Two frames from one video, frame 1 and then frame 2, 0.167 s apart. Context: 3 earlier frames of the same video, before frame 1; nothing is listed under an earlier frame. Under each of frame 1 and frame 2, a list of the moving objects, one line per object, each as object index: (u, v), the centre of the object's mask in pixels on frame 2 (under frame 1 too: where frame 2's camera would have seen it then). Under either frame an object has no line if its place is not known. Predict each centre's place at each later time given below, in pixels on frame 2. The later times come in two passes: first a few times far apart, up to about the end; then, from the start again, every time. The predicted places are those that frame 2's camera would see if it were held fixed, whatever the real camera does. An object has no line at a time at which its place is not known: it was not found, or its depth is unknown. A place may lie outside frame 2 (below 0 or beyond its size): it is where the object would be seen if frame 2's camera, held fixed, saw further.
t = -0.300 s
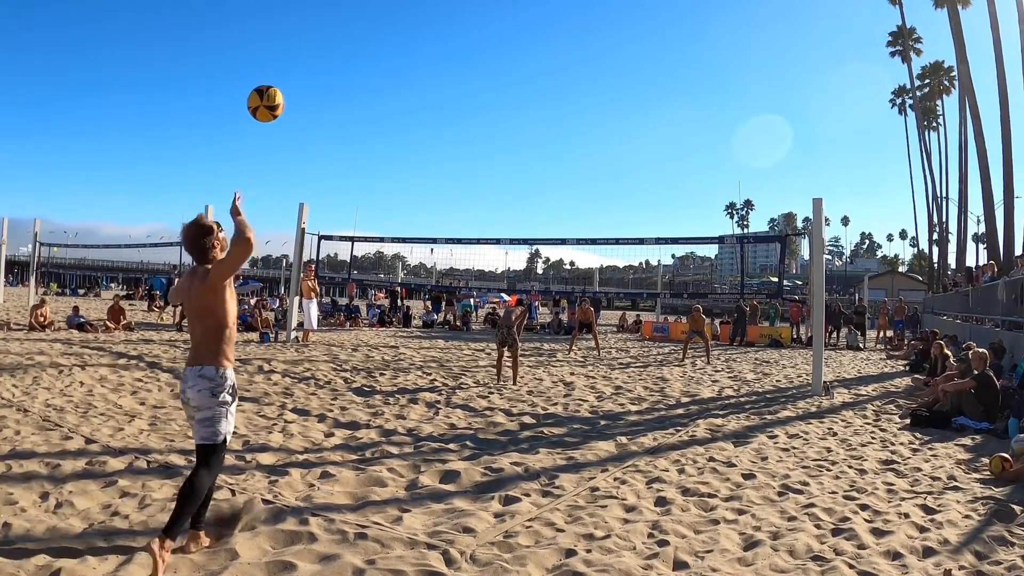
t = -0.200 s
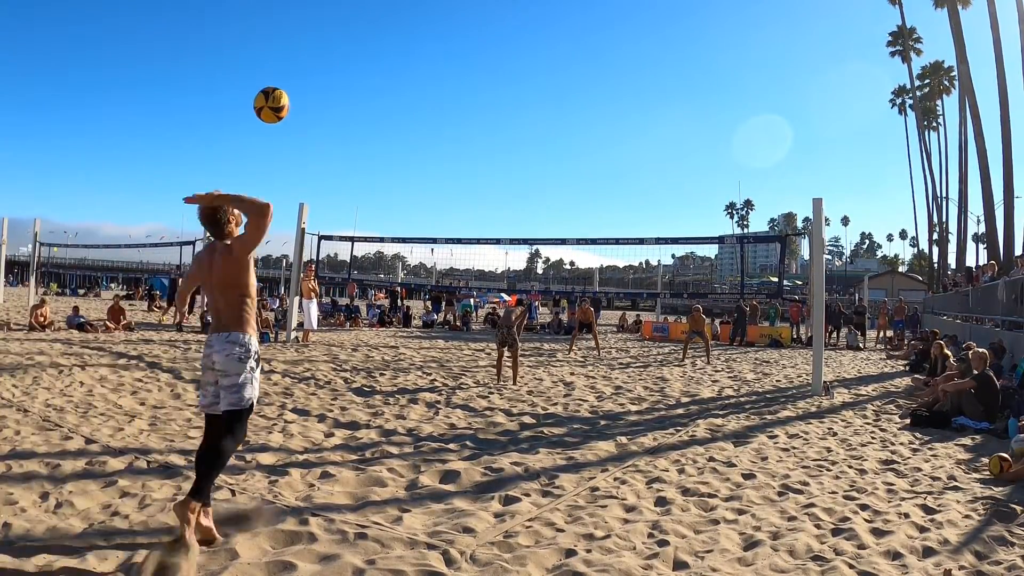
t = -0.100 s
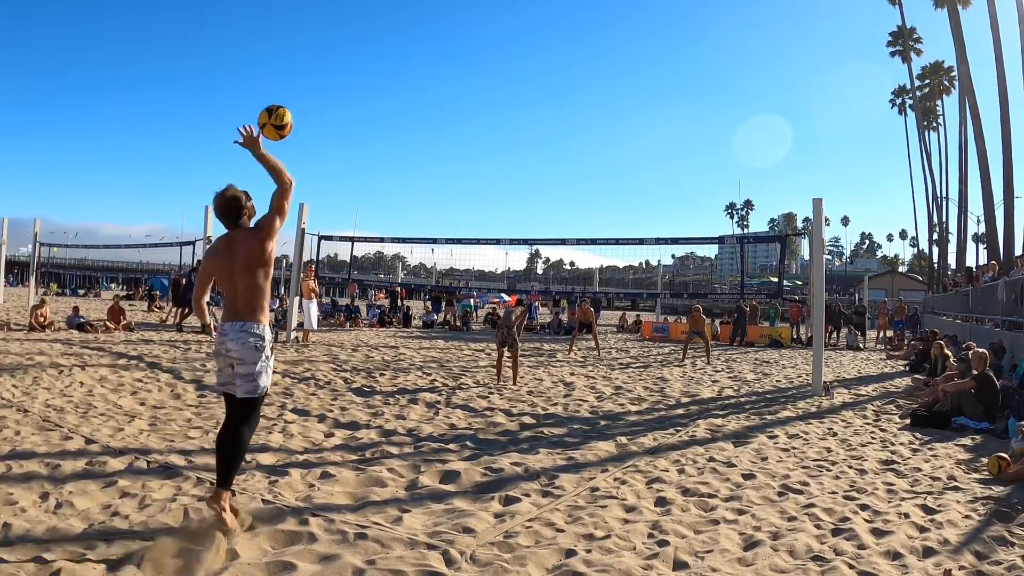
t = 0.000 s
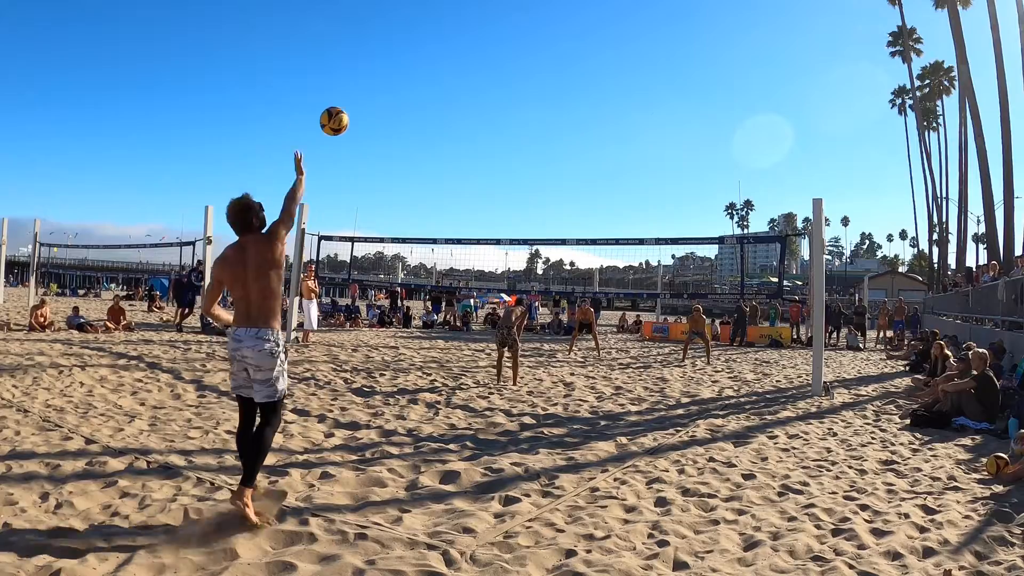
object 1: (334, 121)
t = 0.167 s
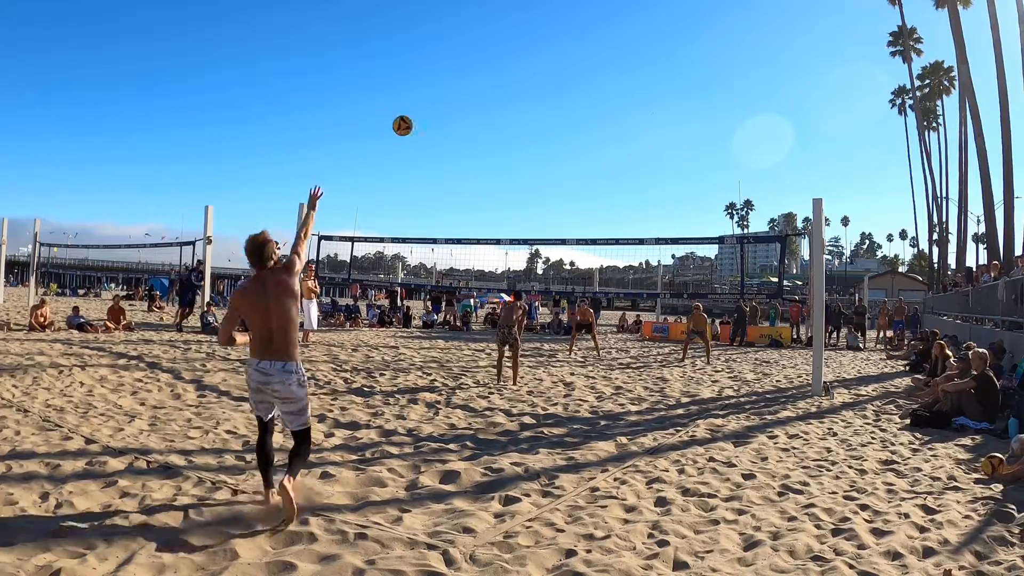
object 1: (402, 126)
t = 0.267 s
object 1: (425, 136)
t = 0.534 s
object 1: (457, 175)
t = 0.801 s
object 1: (473, 228)
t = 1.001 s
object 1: (478, 270)
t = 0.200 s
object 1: (411, 129)
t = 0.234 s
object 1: (419, 132)
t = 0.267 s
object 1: (425, 136)
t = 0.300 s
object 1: (430, 140)
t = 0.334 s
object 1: (435, 144)
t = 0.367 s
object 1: (440, 149)
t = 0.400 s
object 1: (444, 154)
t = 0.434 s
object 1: (448, 159)
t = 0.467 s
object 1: (451, 164)
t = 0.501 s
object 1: (454, 169)
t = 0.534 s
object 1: (457, 175)
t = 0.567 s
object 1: (460, 181)
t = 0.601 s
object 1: (463, 187)
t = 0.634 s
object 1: (465, 194)
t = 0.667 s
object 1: (467, 200)
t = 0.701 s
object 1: (469, 207)
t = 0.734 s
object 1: (470, 214)
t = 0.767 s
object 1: (472, 221)
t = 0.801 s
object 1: (473, 228)
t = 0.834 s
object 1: (474, 235)
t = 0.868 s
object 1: (475, 244)
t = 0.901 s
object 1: (476, 249)
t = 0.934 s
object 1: (477, 257)
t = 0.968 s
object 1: (477, 264)
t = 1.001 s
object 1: (478, 270)
